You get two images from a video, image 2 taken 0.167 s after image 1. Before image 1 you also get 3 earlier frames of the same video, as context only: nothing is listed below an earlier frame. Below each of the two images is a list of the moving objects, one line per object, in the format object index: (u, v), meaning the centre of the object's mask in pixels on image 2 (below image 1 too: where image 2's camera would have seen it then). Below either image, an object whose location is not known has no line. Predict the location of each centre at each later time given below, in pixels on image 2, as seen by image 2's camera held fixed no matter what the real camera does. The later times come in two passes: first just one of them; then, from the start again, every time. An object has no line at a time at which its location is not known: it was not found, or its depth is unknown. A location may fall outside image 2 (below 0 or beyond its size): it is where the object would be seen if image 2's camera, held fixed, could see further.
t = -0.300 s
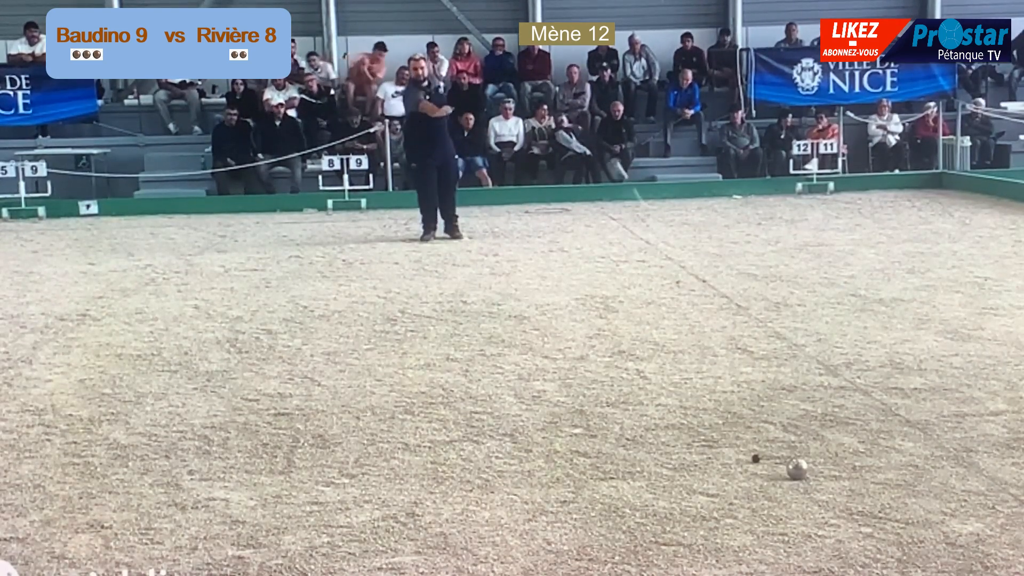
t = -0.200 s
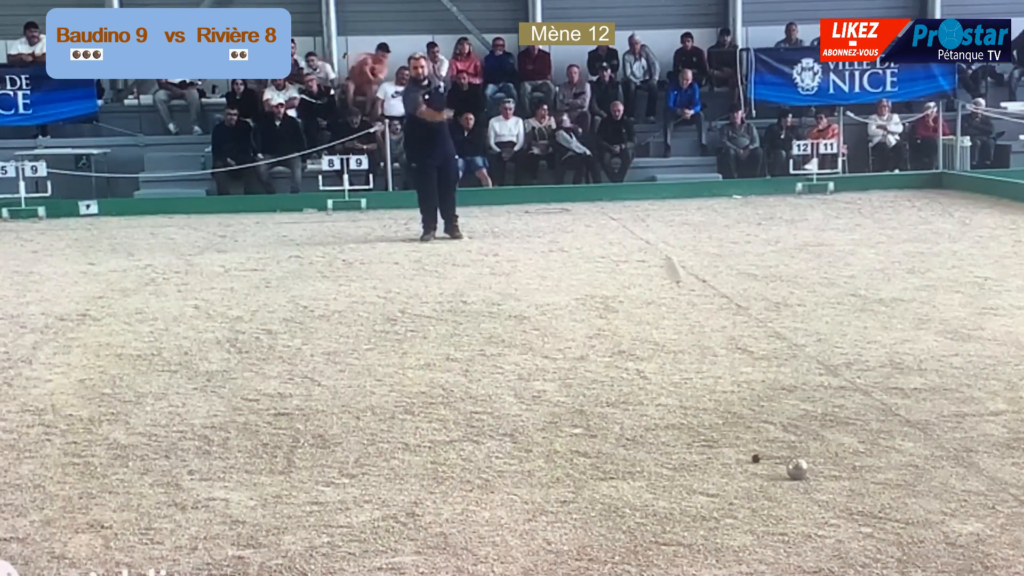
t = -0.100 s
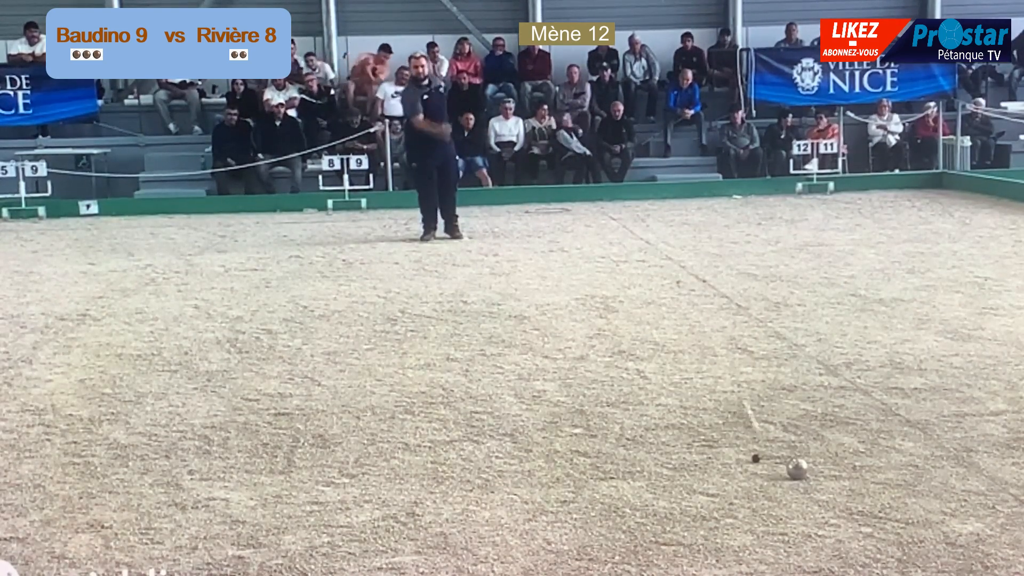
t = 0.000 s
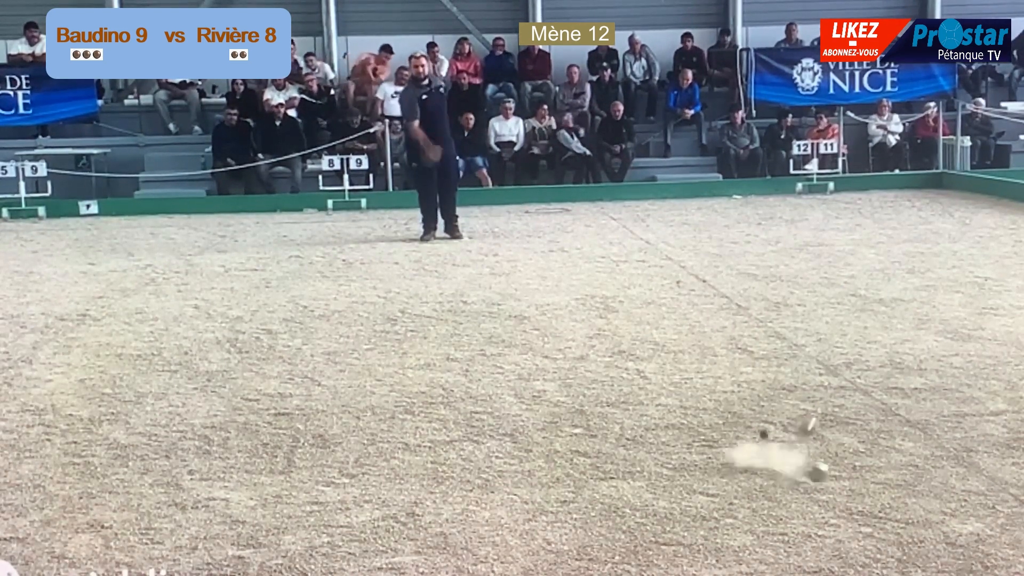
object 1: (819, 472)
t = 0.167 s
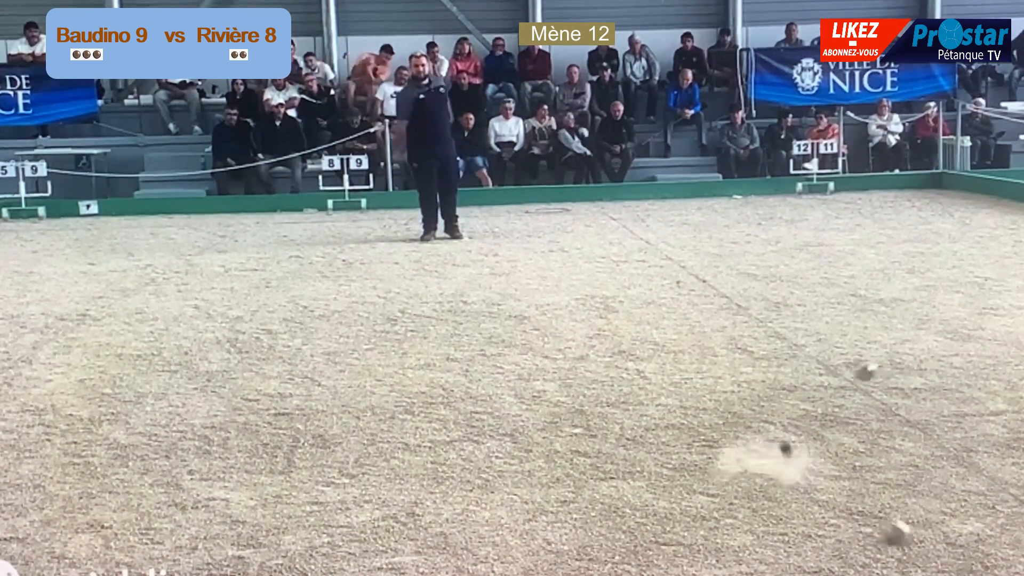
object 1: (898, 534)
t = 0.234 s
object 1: (929, 554)
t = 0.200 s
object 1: (906, 544)
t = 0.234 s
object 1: (929, 554)
